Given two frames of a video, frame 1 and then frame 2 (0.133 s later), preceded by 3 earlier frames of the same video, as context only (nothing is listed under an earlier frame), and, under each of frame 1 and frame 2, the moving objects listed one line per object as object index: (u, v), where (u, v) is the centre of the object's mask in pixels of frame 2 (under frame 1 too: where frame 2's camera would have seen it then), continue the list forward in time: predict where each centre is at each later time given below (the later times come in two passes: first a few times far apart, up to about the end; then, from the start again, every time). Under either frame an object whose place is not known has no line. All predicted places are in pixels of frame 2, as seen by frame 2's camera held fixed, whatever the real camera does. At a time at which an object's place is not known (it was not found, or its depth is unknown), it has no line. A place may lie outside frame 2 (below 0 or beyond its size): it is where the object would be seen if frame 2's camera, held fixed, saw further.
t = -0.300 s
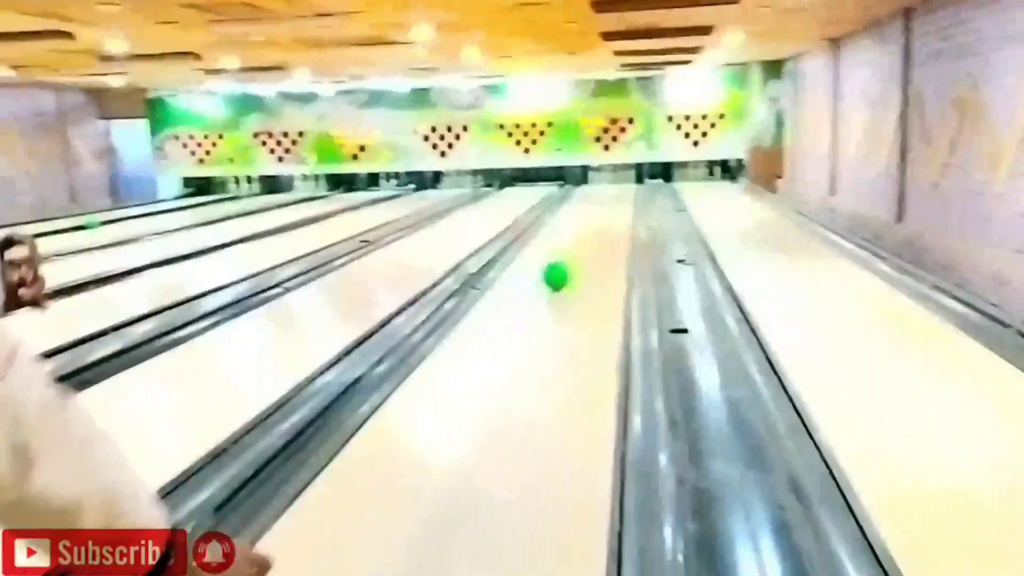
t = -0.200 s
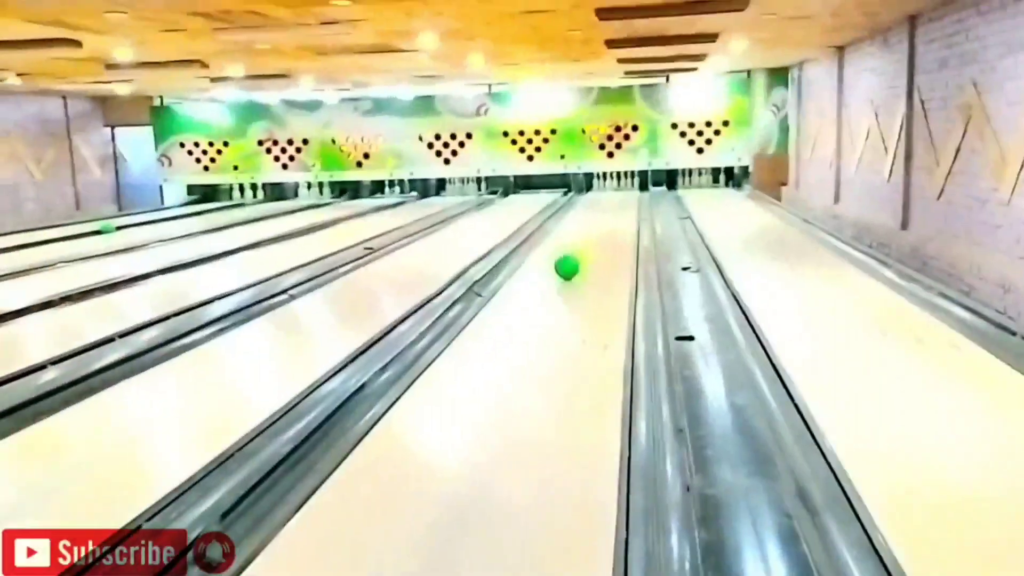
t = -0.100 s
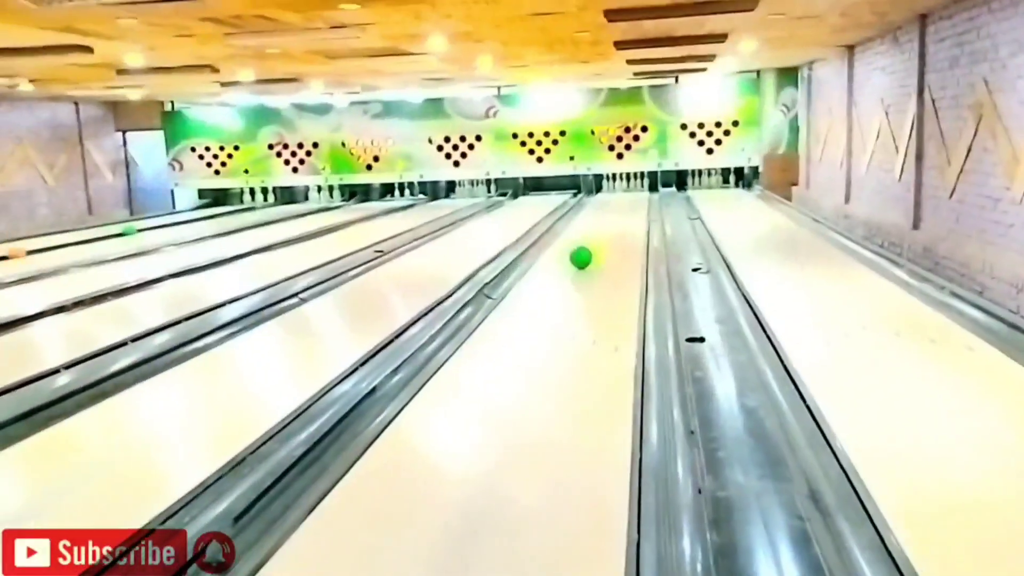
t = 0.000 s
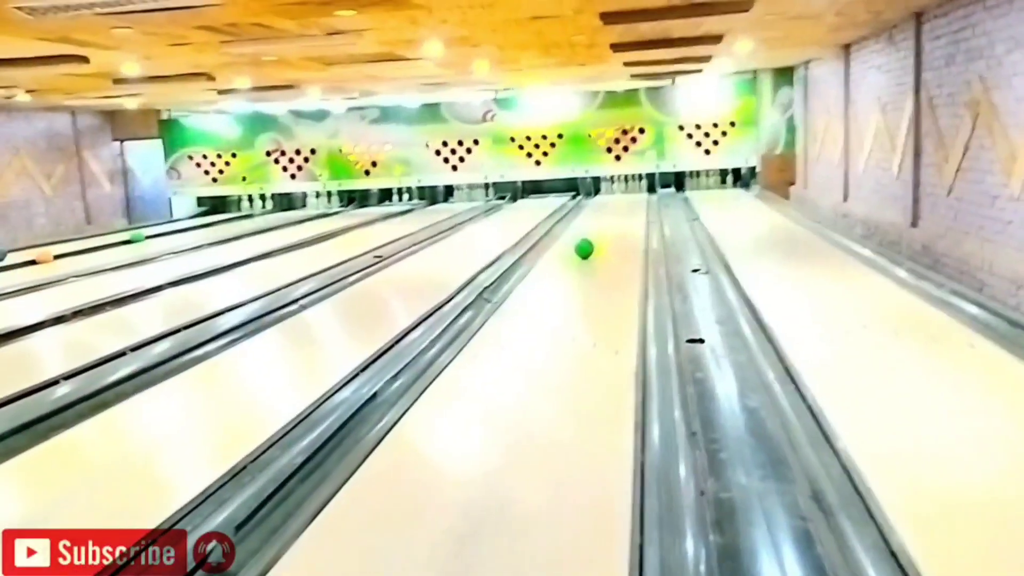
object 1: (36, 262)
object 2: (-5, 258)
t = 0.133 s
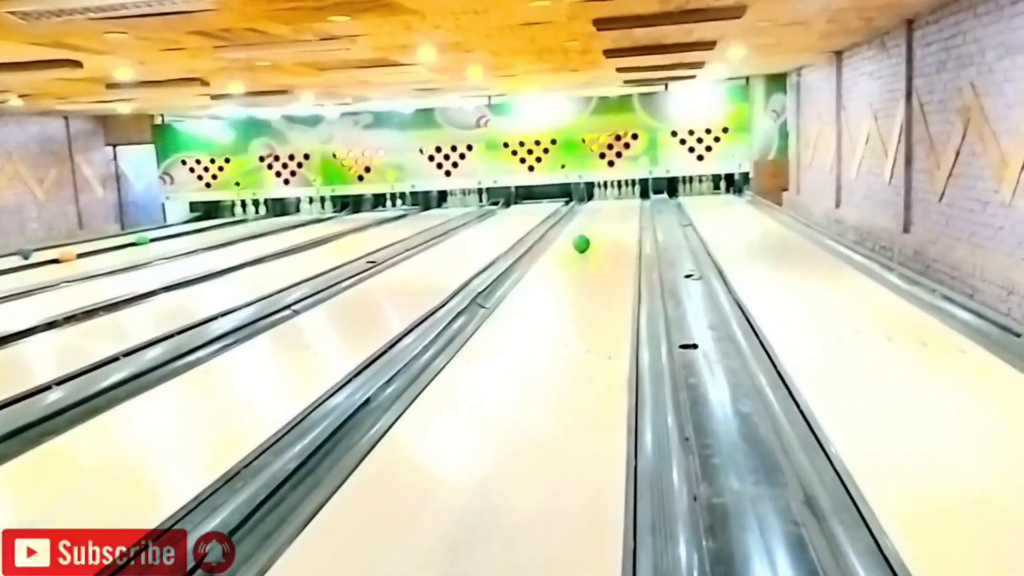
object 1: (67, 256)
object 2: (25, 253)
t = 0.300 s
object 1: (103, 248)
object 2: (65, 246)
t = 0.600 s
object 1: (156, 238)
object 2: (124, 234)
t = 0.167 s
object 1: (75, 254)
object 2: (35, 251)
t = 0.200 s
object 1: (79, 253)
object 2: (39, 251)
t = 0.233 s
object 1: (87, 251)
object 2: (48, 249)
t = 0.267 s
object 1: (95, 251)
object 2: (57, 247)
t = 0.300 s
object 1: (103, 248)
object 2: (65, 246)
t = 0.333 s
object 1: (110, 247)
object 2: (73, 244)
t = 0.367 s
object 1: (113, 246)
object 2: (77, 243)
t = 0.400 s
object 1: (120, 245)
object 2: (85, 242)
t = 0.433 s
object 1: (126, 244)
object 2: (92, 241)
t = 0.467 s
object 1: (133, 243)
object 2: (100, 239)
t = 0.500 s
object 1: (139, 241)
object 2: (107, 238)
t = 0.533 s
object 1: (142, 240)
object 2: (110, 237)
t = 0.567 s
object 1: (149, 239)
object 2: (118, 235)
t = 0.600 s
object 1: (156, 238)
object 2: (124, 234)
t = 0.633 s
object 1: (161, 237)
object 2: (130, 234)
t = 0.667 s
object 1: (167, 236)
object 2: (137, 233)
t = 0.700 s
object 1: (170, 235)
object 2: (140, 232)
